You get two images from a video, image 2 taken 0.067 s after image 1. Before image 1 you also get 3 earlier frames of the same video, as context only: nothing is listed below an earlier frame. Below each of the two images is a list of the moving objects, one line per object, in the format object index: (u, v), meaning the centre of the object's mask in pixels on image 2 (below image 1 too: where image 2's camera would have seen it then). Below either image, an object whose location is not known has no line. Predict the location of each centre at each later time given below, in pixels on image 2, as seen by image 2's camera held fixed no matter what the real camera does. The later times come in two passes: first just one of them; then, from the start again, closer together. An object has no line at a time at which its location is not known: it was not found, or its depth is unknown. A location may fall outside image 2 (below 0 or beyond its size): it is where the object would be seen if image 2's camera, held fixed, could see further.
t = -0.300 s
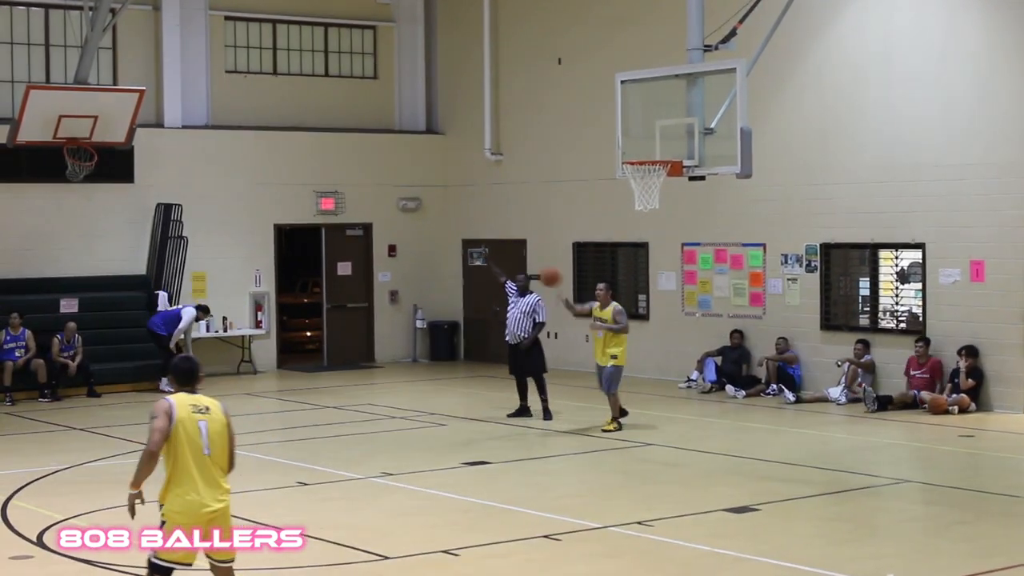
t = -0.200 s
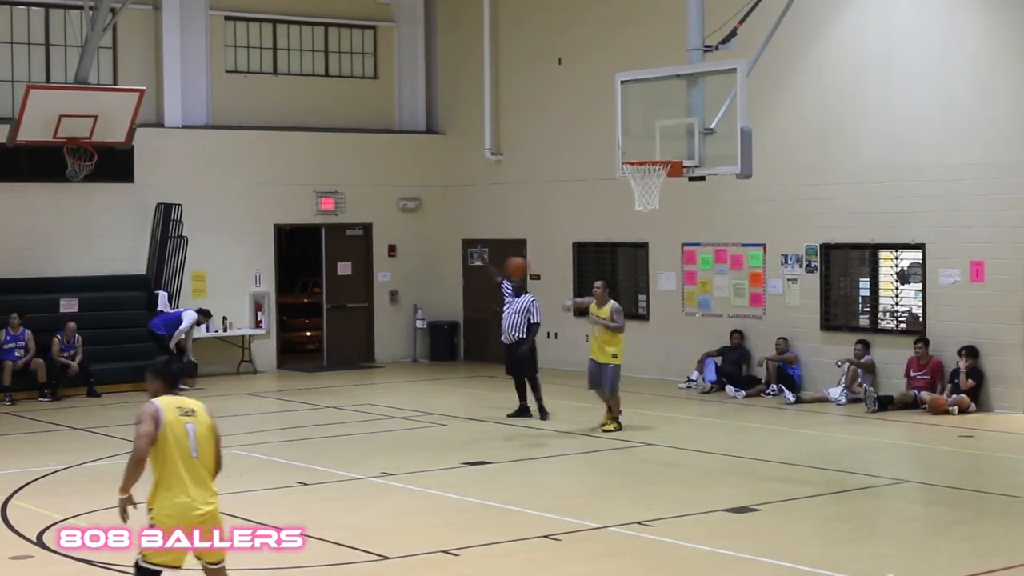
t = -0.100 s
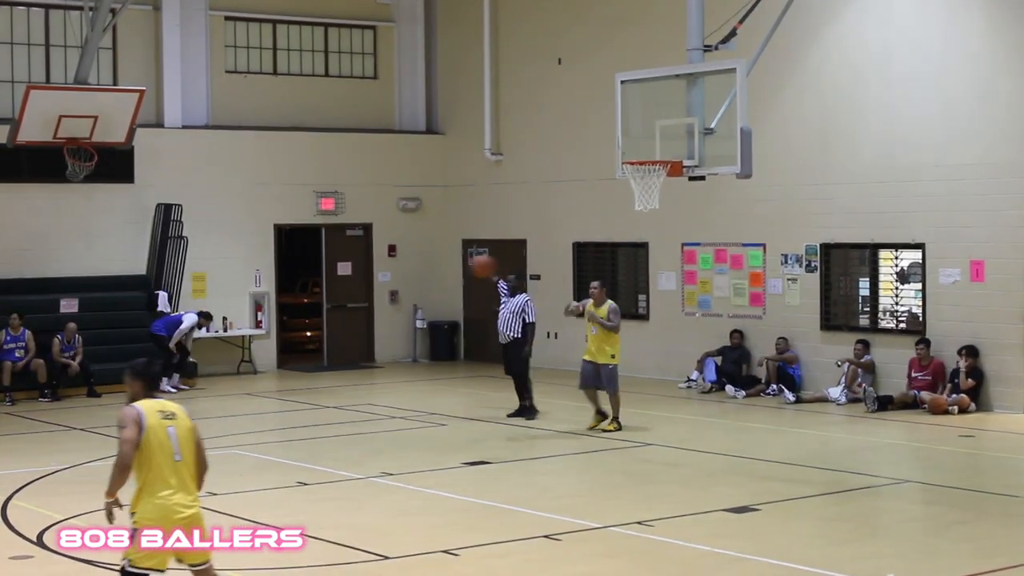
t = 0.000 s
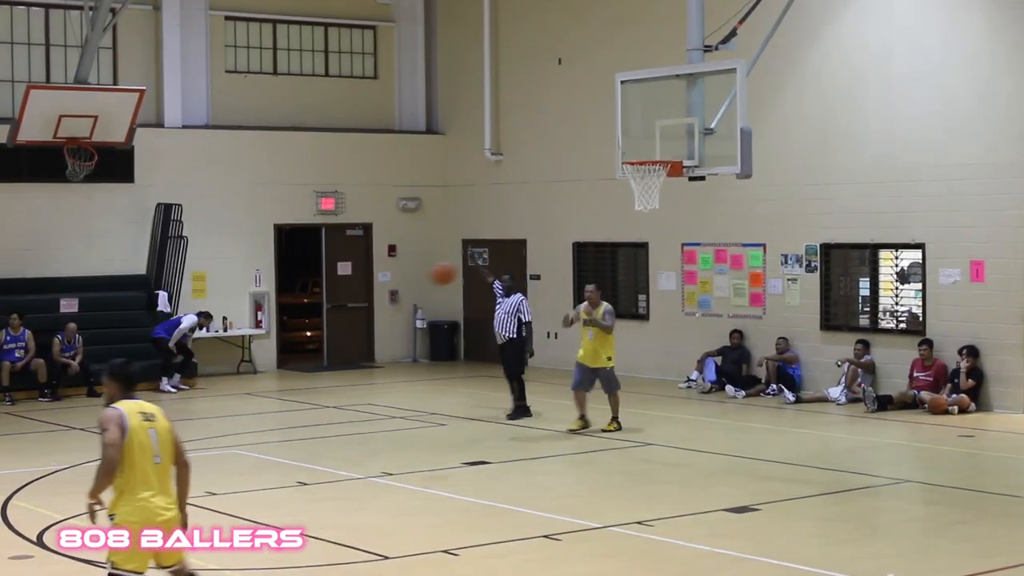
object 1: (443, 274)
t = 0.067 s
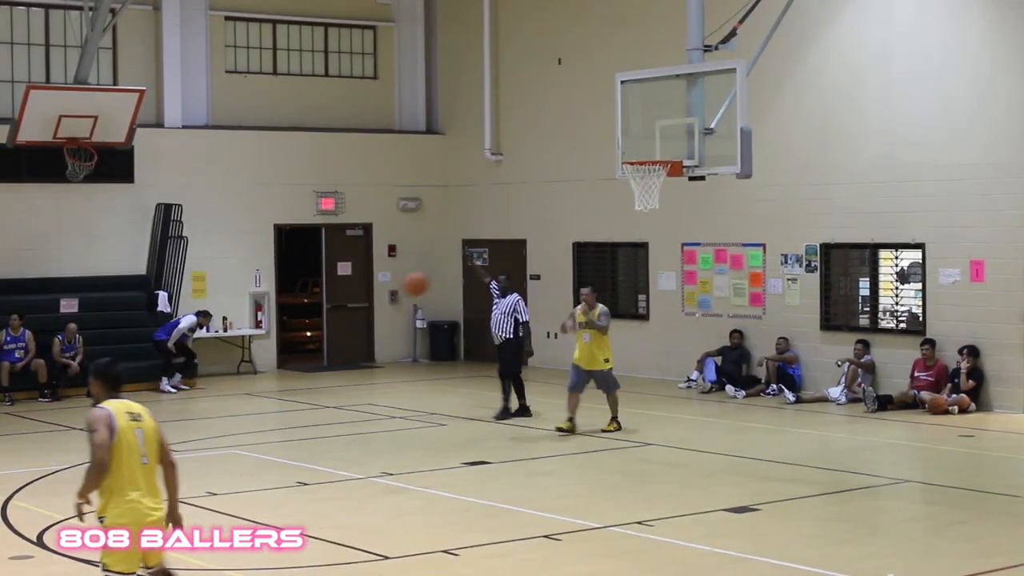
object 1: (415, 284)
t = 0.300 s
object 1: (303, 364)
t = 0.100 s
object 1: (400, 291)
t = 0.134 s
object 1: (385, 300)
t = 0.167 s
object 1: (368, 311)
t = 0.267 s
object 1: (319, 350)
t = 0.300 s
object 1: (303, 364)
